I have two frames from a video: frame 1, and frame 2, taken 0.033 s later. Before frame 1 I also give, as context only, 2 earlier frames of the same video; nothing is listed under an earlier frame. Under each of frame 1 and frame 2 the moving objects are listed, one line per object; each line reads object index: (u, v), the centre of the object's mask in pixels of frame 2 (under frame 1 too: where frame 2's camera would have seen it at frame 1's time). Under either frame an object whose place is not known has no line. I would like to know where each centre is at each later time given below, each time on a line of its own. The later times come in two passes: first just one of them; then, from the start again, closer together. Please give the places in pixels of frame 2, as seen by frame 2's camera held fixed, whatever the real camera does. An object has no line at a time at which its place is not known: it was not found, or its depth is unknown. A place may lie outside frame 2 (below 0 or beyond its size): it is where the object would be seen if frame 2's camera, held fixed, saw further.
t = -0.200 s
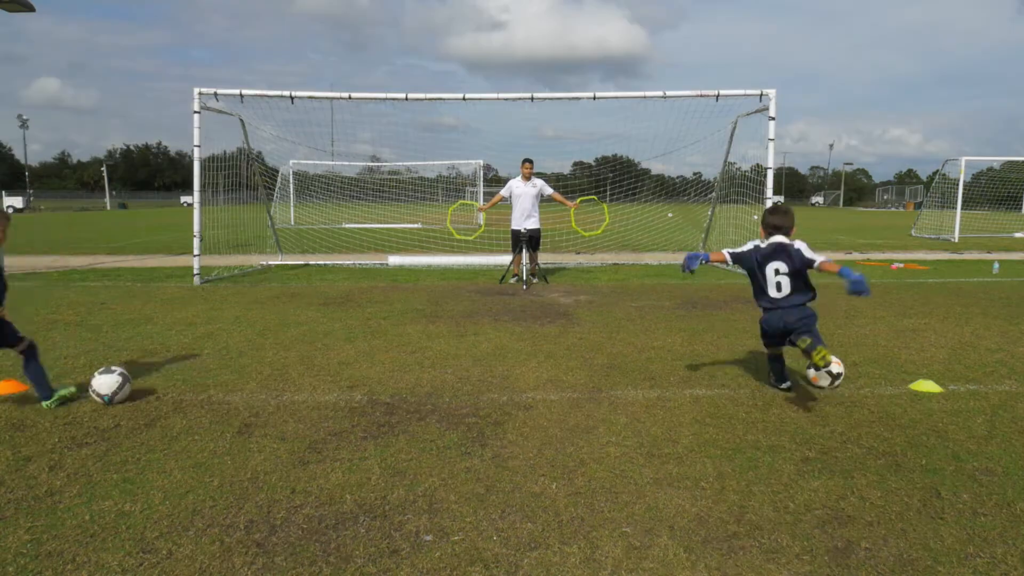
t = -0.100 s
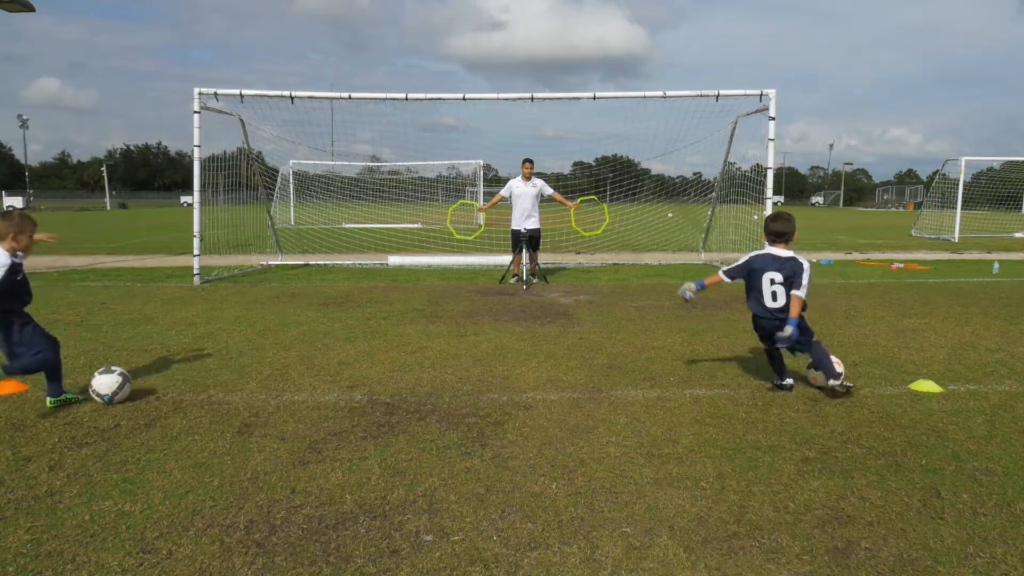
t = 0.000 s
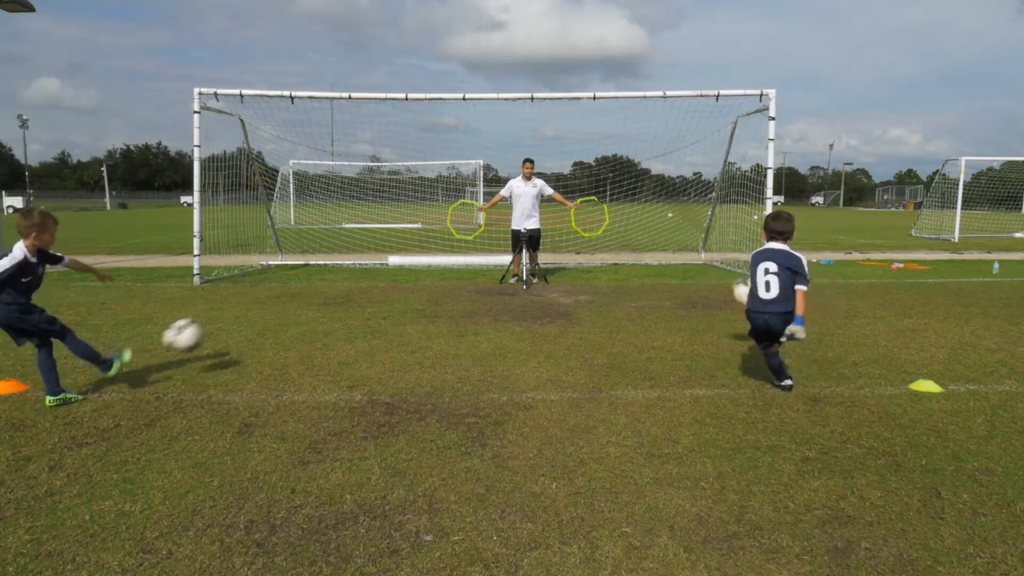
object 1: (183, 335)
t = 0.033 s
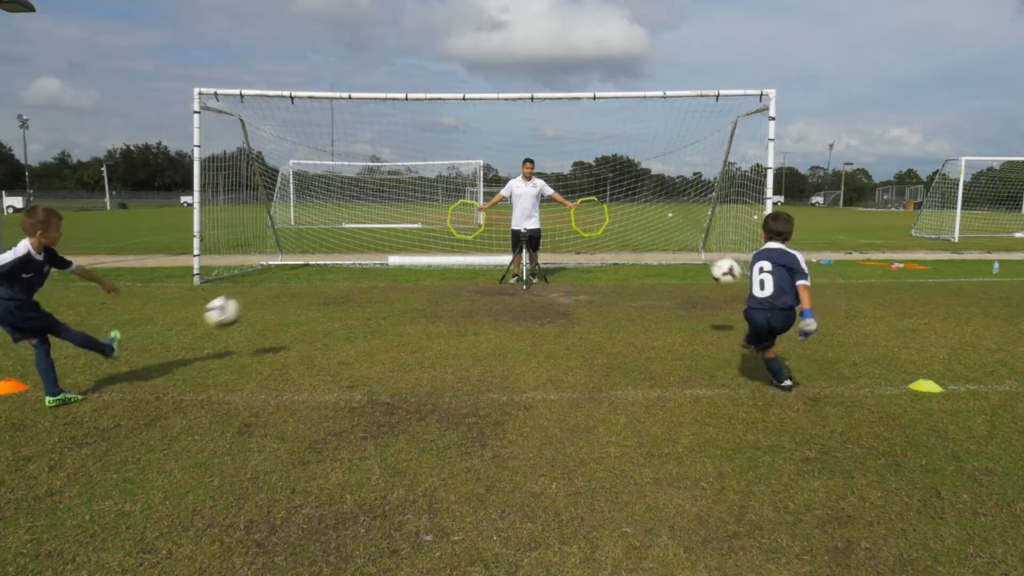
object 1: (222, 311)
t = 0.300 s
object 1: (409, 229)
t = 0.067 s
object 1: (257, 291)
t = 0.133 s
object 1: (313, 261)
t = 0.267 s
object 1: (393, 232)
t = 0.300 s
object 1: (409, 229)
